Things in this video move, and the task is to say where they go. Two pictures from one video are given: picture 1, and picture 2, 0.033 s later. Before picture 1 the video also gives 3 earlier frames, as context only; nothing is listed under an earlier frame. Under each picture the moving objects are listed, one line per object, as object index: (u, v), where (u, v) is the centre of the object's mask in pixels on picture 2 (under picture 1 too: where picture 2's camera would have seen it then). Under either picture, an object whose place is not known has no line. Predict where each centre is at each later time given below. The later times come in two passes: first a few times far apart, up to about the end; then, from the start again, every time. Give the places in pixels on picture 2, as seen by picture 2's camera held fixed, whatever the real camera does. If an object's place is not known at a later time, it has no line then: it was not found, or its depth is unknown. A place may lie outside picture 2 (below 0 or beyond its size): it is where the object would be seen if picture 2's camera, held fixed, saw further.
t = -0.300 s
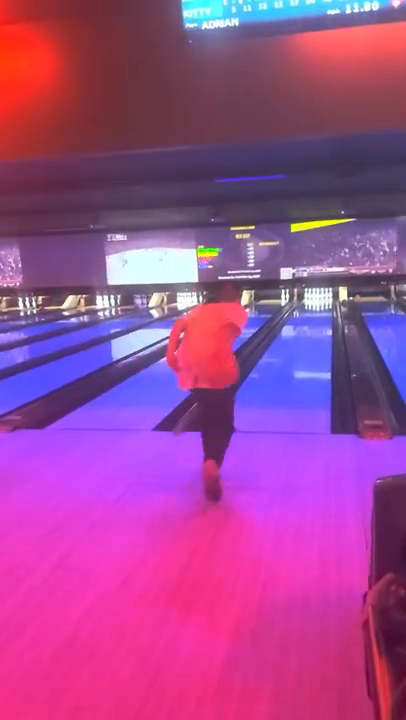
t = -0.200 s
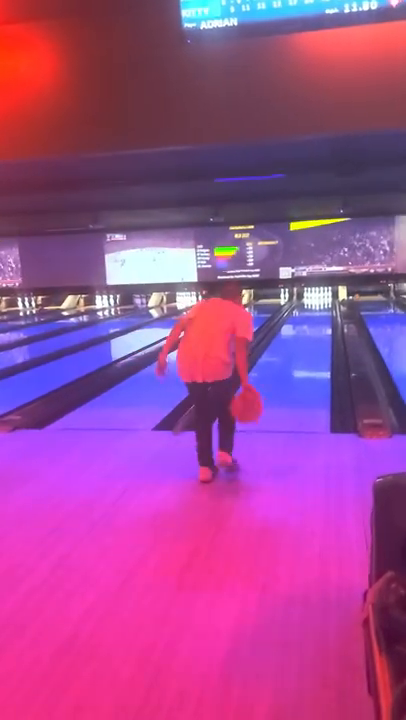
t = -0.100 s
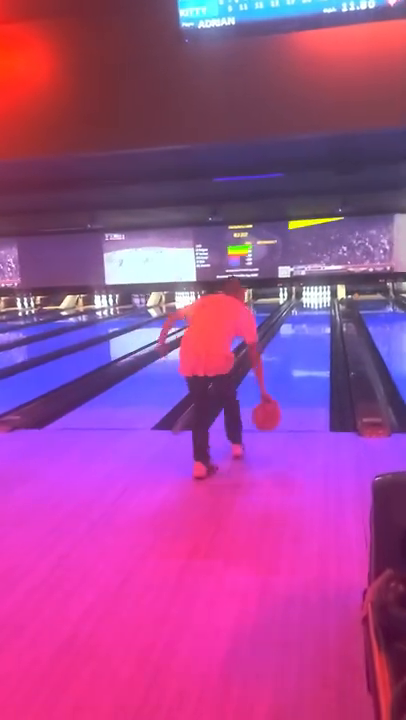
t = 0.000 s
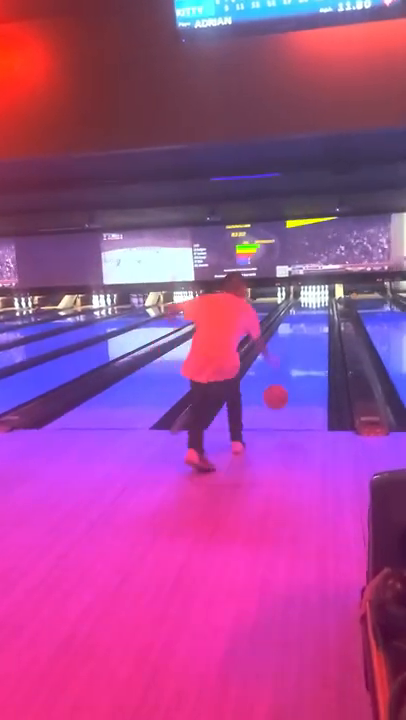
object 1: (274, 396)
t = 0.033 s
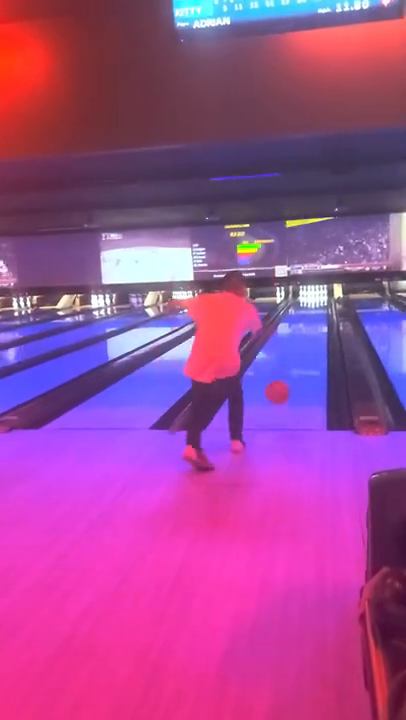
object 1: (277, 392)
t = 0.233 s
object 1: (291, 389)
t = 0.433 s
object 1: (298, 367)
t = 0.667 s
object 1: (305, 350)
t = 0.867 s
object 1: (309, 340)
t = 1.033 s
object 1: (312, 333)
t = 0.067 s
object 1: (280, 388)
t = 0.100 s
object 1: (283, 387)
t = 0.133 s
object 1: (285, 387)
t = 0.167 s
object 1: (287, 388)
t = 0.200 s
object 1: (289, 389)
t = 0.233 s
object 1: (291, 389)
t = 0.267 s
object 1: (292, 384)
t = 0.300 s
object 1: (293, 380)
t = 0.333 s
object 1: (295, 378)
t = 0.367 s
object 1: (296, 374)
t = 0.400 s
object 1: (297, 372)
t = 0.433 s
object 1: (298, 367)
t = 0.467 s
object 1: (299, 365)
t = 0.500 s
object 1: (300, 362)
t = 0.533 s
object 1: (301, 361)
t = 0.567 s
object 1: (303, 358)
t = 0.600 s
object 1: (304, 355)
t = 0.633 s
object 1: (304, 352)
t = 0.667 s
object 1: (305, 350)
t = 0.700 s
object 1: (306, 348)
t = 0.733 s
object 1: (306, 347)
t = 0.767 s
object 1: (307, 344)
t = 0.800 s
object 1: (309, 341)
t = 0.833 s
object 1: (309, 341)
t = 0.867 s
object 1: (309, 340)
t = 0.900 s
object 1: (310, 339)
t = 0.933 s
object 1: (311, 336)
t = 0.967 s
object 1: (312, 334)
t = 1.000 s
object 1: (312, 333)
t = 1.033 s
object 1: (312, 333)
